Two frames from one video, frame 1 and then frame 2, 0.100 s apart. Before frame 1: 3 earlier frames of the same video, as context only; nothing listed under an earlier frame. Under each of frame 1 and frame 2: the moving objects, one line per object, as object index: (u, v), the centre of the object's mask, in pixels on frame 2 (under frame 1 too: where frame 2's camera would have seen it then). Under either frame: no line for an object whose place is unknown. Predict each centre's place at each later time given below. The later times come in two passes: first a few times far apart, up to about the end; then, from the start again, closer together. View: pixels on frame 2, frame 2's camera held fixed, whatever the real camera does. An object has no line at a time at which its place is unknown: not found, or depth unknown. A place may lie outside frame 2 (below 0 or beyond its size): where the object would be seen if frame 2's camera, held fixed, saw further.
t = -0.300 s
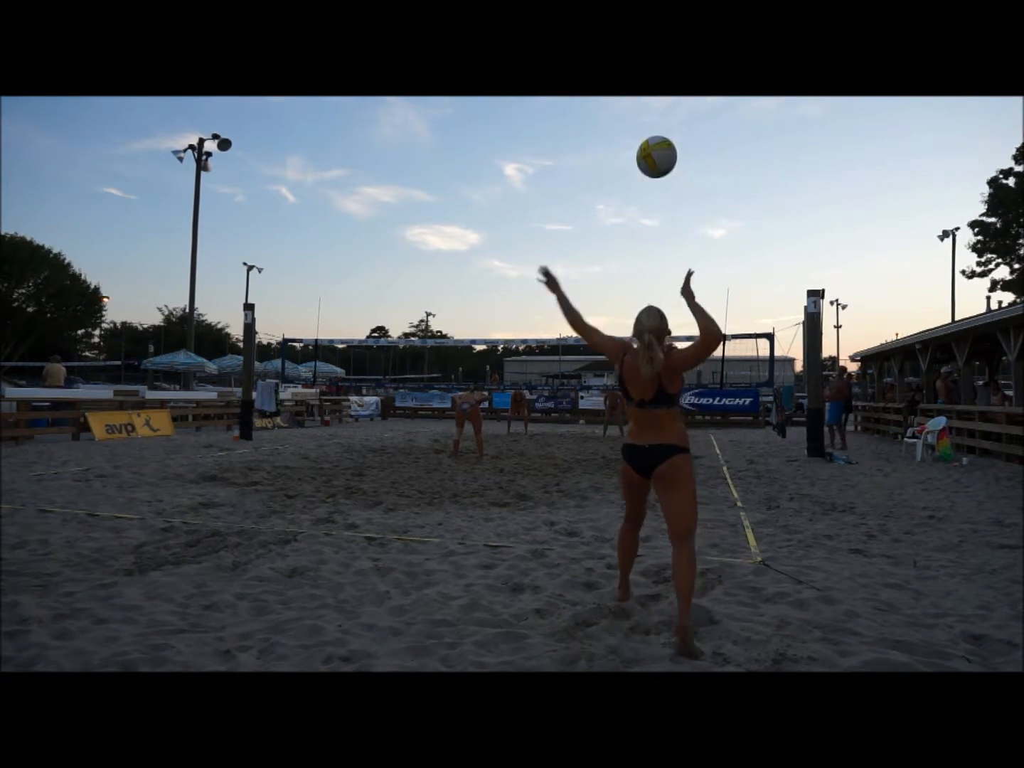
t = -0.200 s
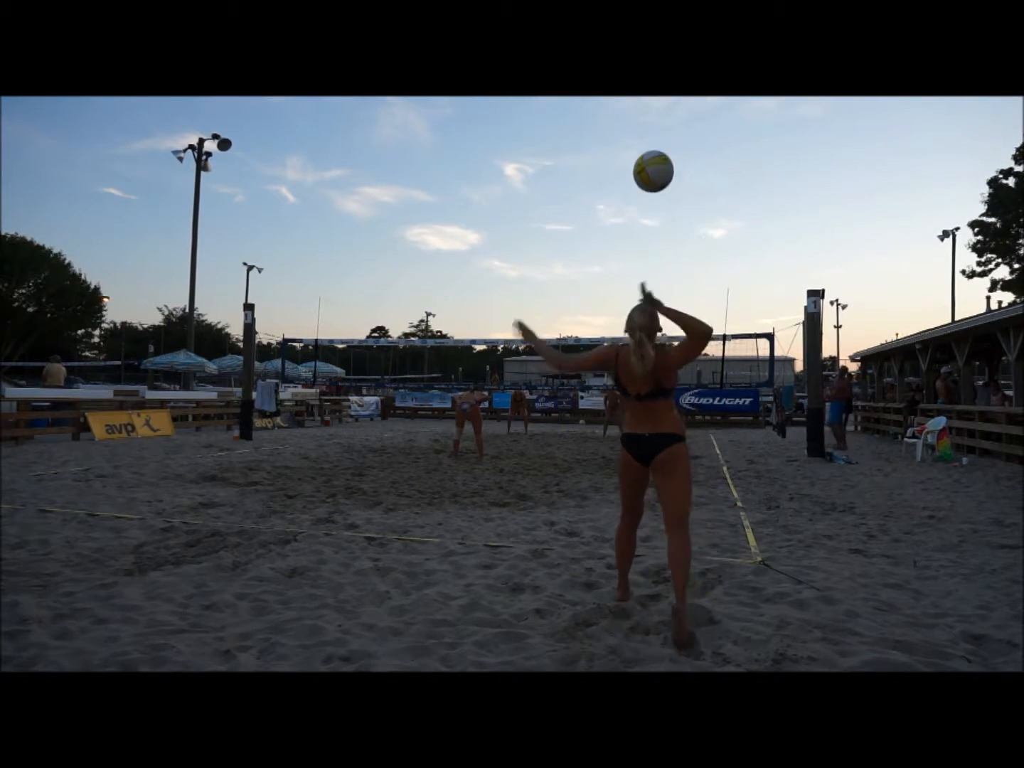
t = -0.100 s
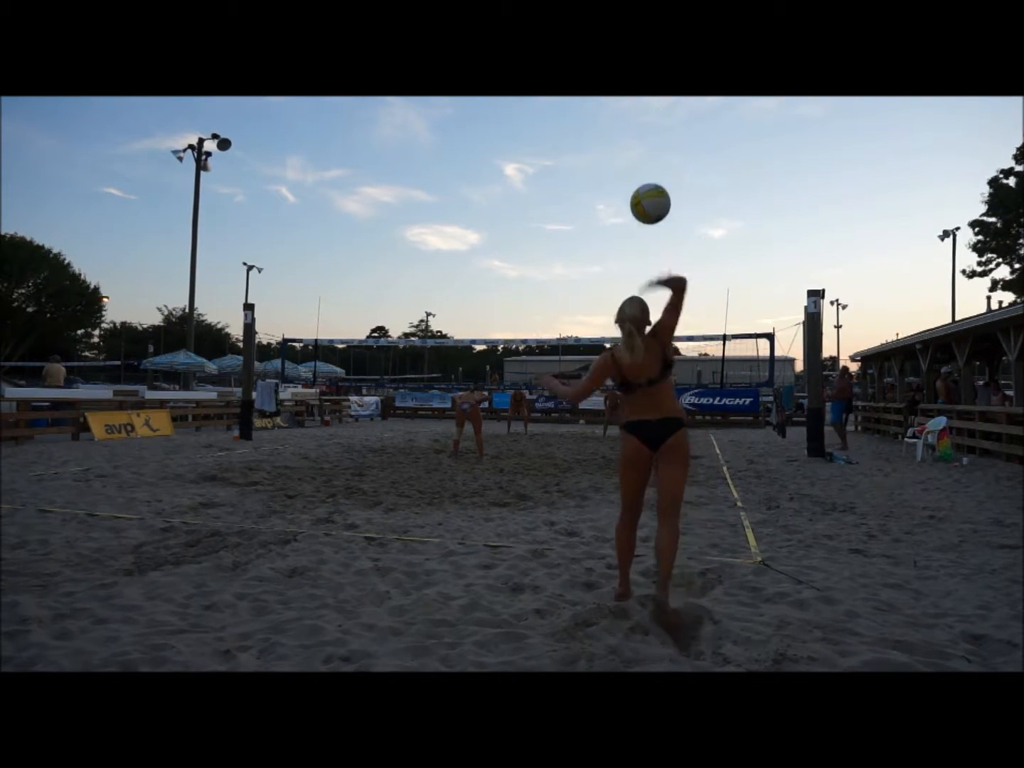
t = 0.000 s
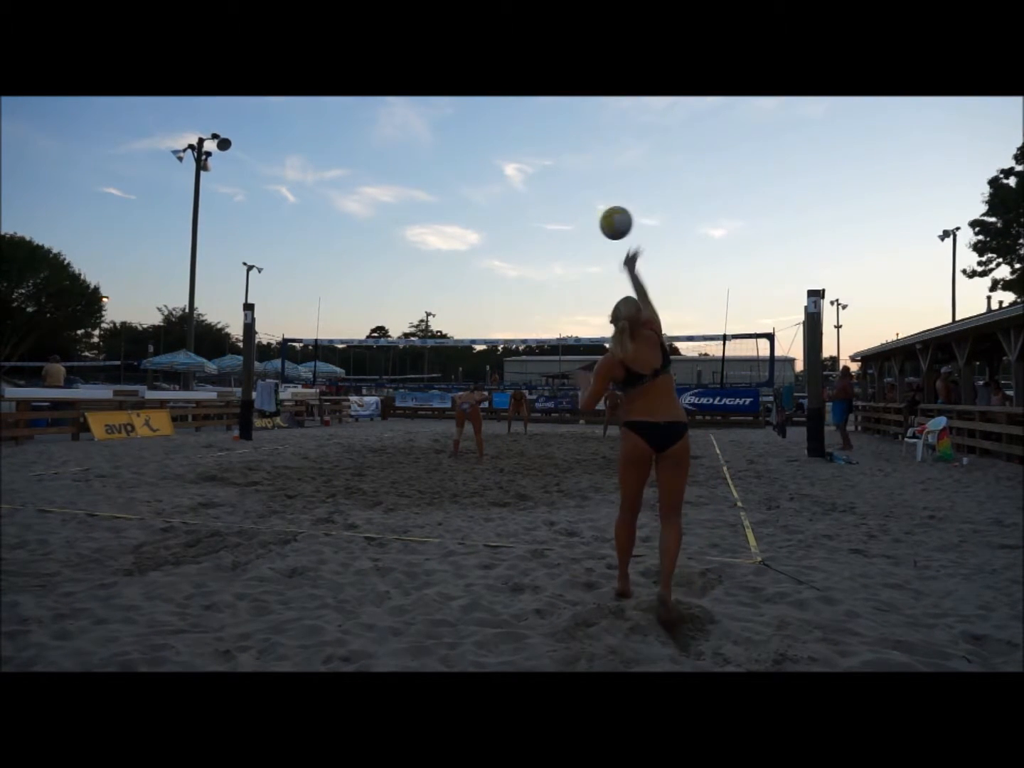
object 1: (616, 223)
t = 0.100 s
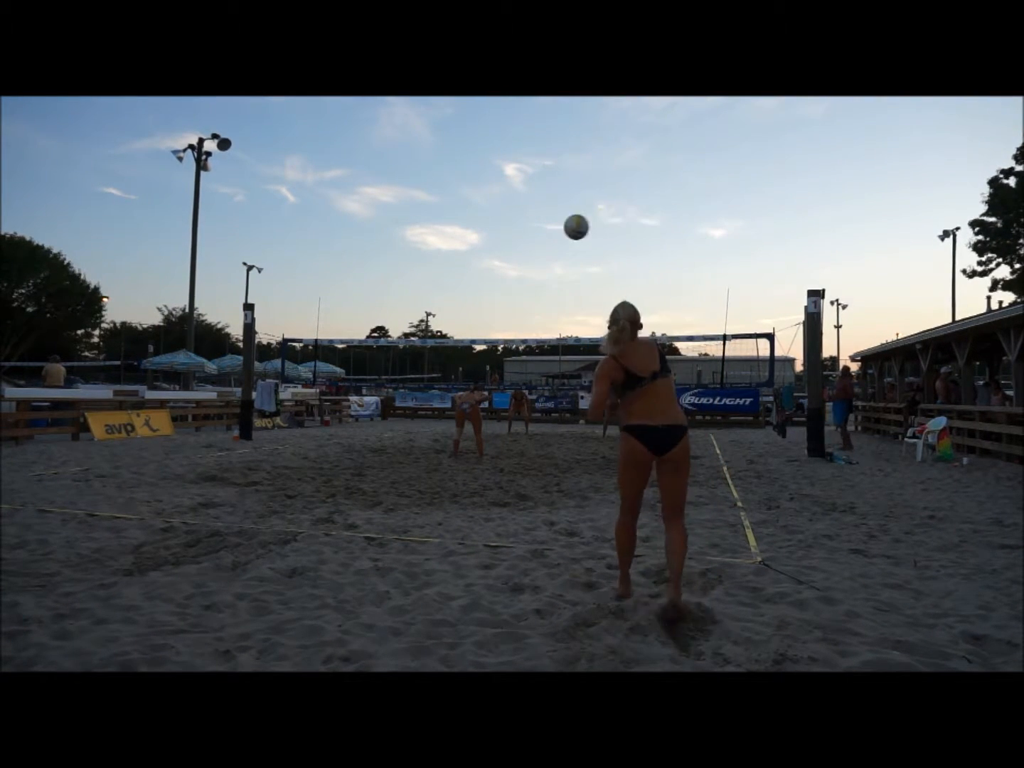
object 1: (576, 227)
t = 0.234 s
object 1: (547, 240)
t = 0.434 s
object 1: (527, 272)
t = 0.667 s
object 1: (515, 321)
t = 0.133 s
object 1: (567, 229)
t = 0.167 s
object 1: (559, 232)
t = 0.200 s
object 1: (553, 236)
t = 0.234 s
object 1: (547, 240)
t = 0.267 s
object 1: (542, 244)
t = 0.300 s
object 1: (538, 249)
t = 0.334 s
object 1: (535, 254)
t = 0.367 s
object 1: (532, 260)
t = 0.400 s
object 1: (529, 266)
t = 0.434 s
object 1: (527, 272)
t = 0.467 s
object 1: (525, 279)
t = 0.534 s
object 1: (521, 292)
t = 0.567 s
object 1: (519, 299)
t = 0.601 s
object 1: (518, 306)
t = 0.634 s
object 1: (516, 313)
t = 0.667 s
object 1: (515, 321)
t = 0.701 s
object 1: (514, 328)
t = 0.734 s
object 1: (513, 335)
